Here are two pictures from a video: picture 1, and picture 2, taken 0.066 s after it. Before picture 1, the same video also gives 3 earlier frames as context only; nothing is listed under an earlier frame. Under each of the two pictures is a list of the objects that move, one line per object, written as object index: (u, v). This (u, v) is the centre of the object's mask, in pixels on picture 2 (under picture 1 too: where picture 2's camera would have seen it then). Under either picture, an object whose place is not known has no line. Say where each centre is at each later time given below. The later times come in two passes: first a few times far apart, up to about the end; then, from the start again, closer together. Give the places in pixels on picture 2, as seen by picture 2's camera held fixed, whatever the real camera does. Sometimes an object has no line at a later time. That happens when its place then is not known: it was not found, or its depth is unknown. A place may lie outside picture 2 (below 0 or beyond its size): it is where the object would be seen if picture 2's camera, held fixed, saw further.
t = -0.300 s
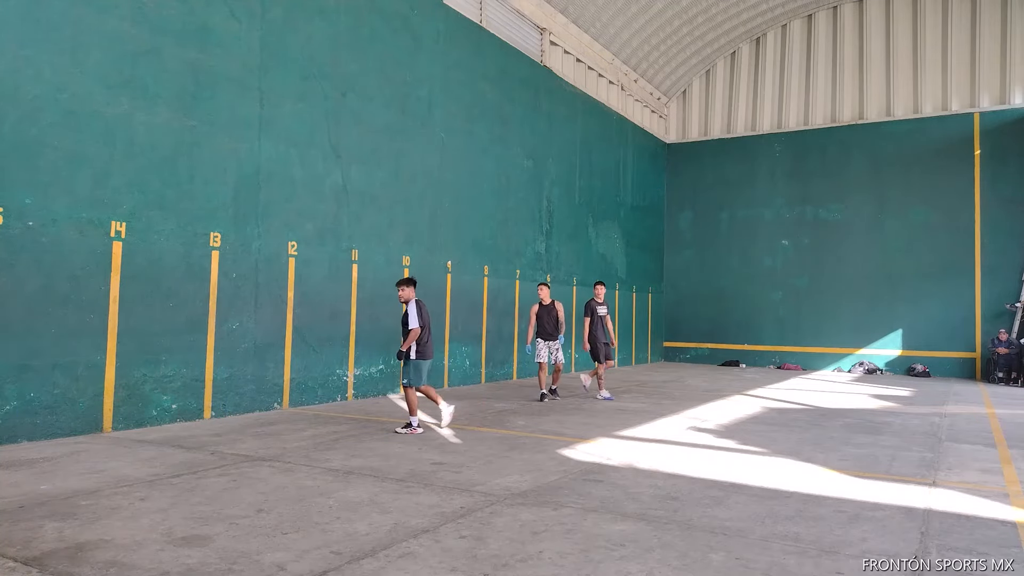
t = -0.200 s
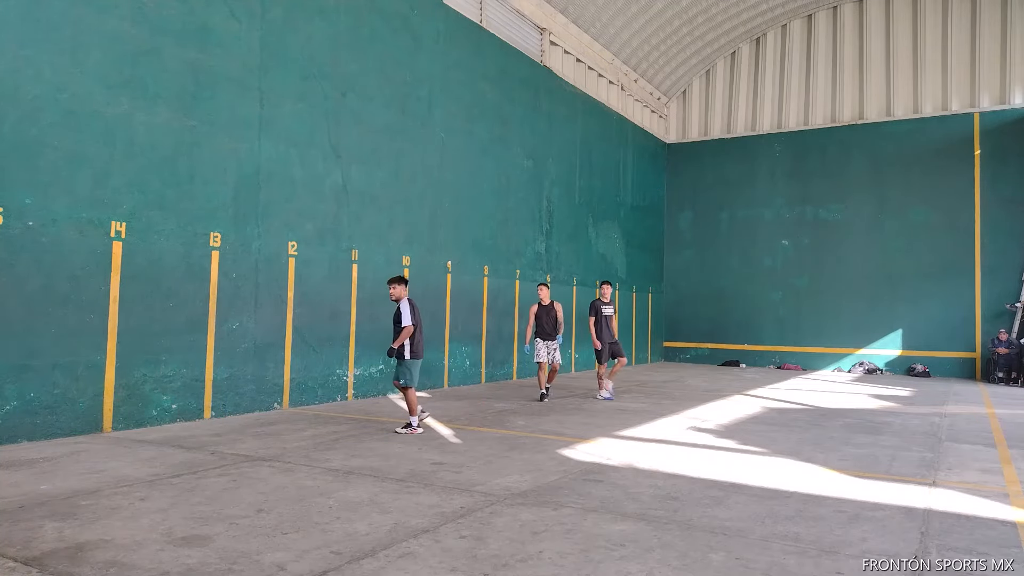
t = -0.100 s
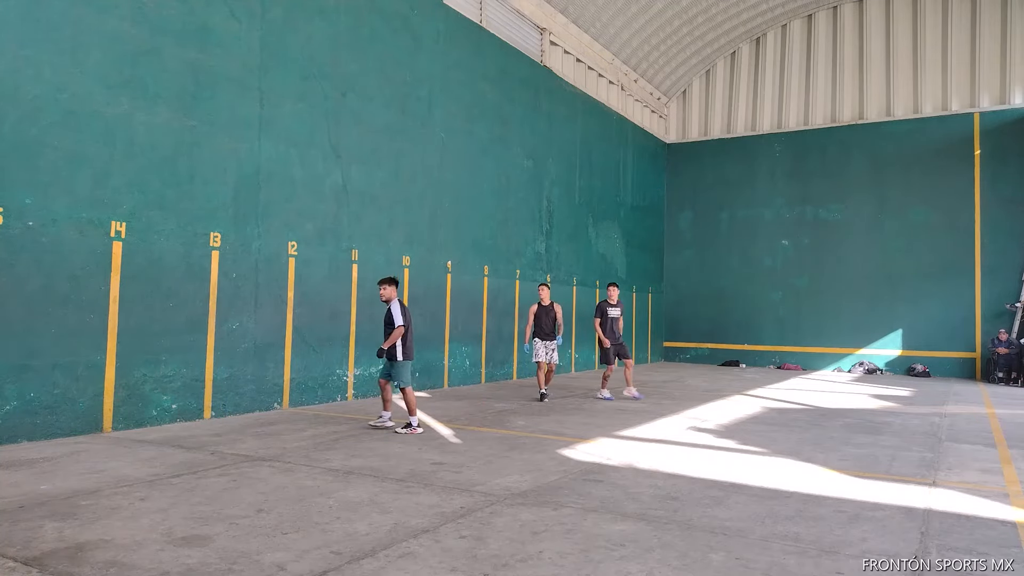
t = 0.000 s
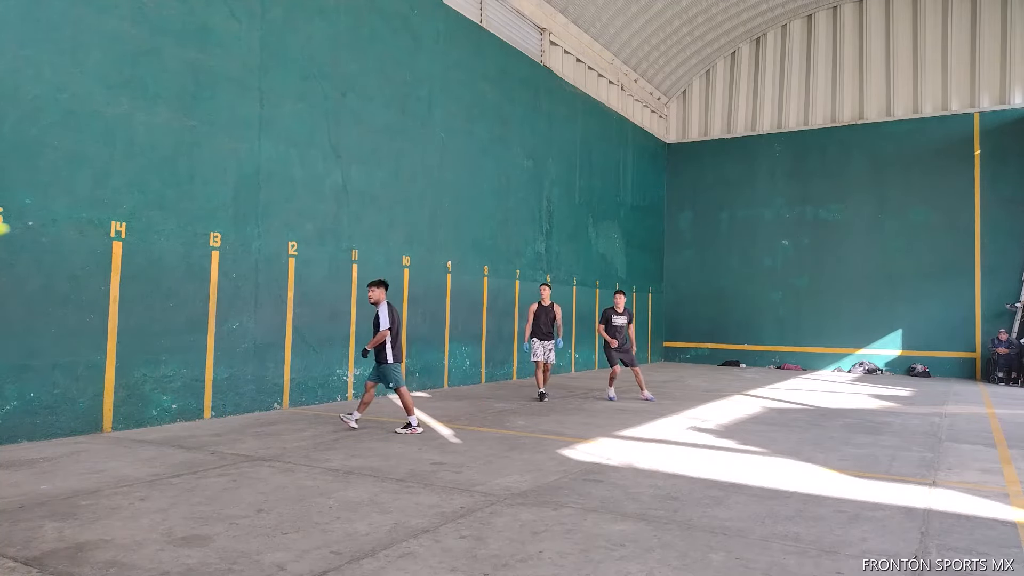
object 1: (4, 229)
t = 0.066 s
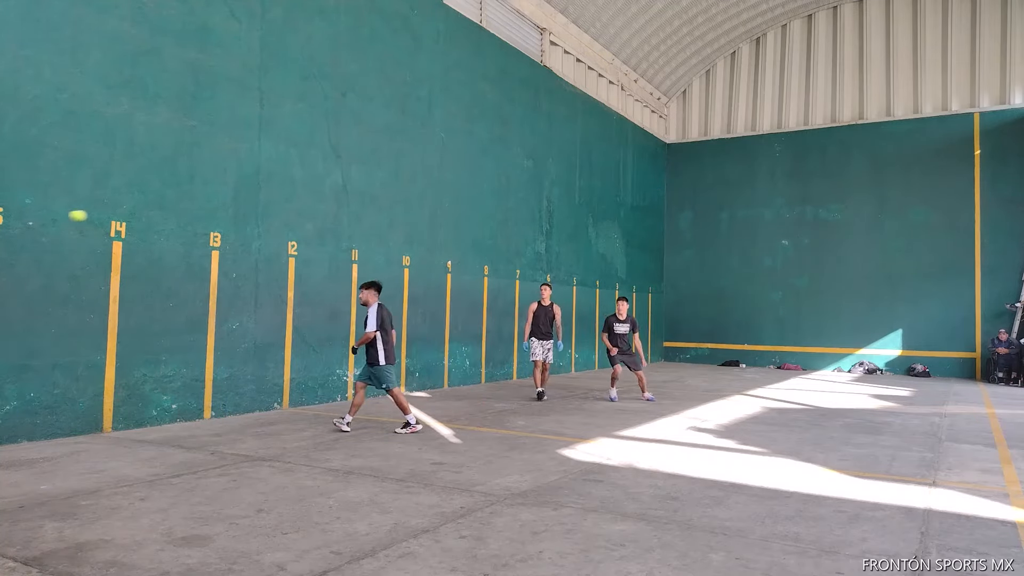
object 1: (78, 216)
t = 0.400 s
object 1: (333, 248)
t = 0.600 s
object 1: (422, 311)
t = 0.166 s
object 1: (174, 211)
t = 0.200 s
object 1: (202, 213)
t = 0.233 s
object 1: (228, 216)
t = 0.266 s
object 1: (252, 220)
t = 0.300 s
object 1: (274, 226)
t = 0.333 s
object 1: (295, 232)
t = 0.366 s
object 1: (314, 239)
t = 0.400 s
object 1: (333, 248)
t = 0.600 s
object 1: (422, 311)
